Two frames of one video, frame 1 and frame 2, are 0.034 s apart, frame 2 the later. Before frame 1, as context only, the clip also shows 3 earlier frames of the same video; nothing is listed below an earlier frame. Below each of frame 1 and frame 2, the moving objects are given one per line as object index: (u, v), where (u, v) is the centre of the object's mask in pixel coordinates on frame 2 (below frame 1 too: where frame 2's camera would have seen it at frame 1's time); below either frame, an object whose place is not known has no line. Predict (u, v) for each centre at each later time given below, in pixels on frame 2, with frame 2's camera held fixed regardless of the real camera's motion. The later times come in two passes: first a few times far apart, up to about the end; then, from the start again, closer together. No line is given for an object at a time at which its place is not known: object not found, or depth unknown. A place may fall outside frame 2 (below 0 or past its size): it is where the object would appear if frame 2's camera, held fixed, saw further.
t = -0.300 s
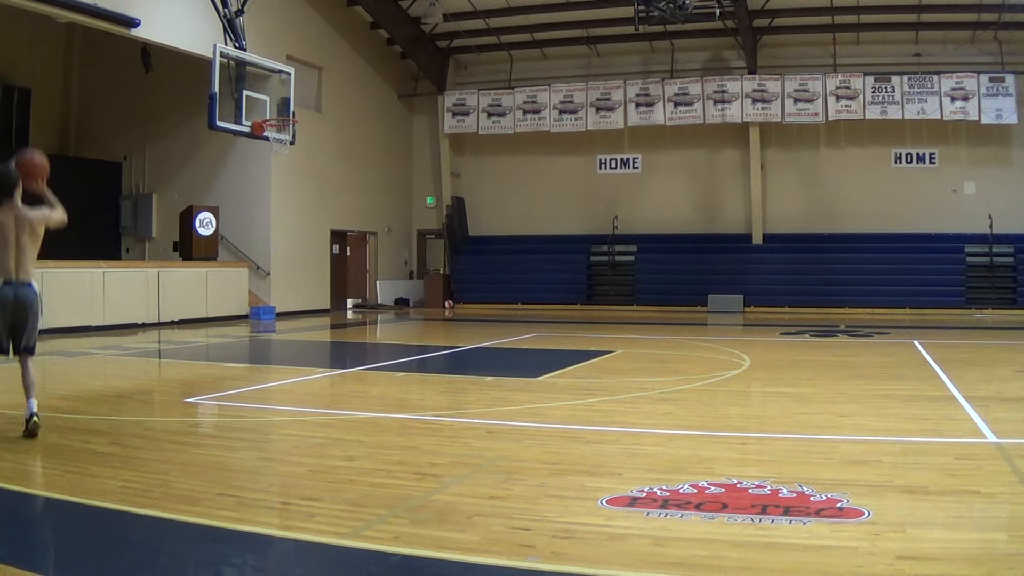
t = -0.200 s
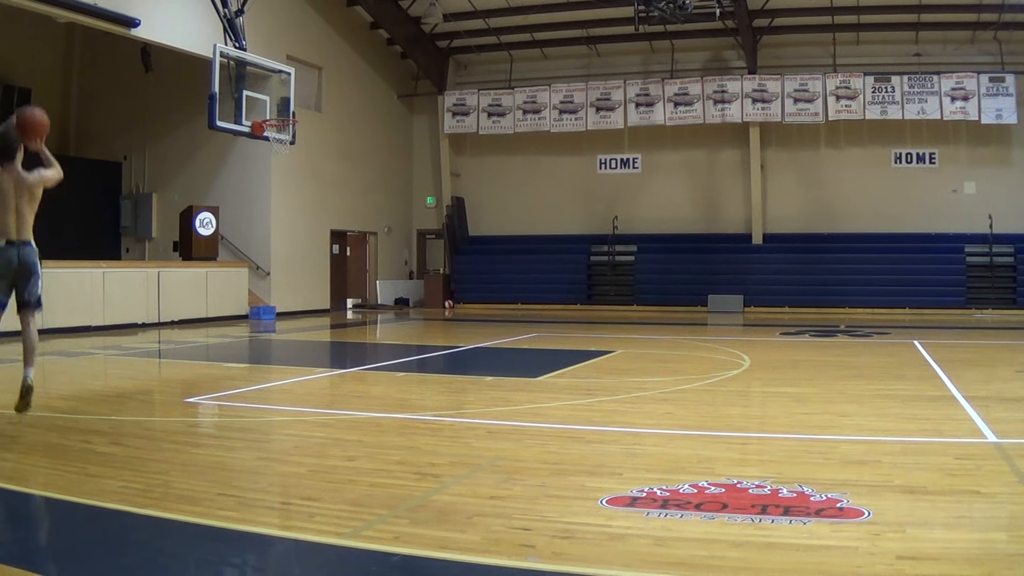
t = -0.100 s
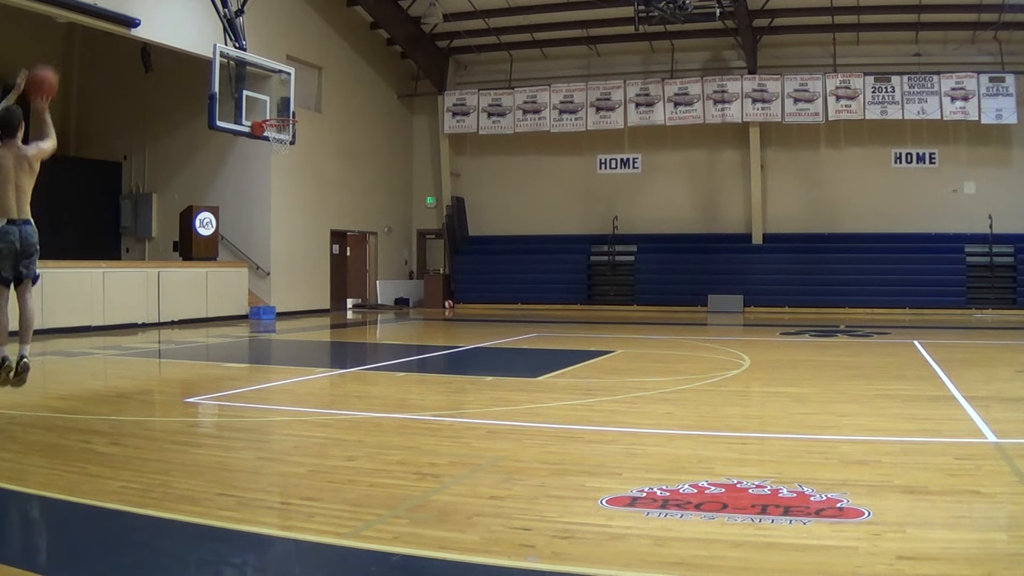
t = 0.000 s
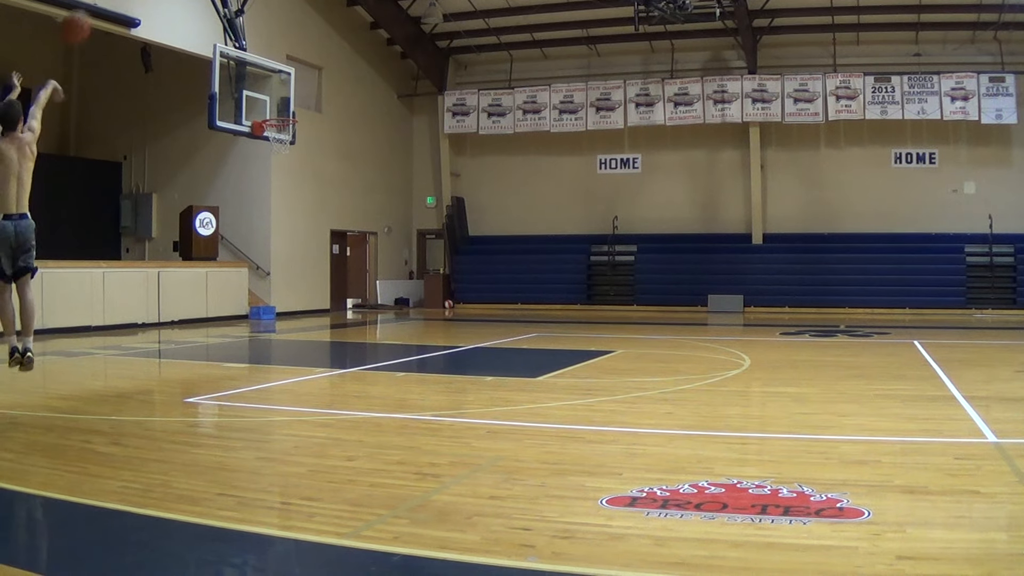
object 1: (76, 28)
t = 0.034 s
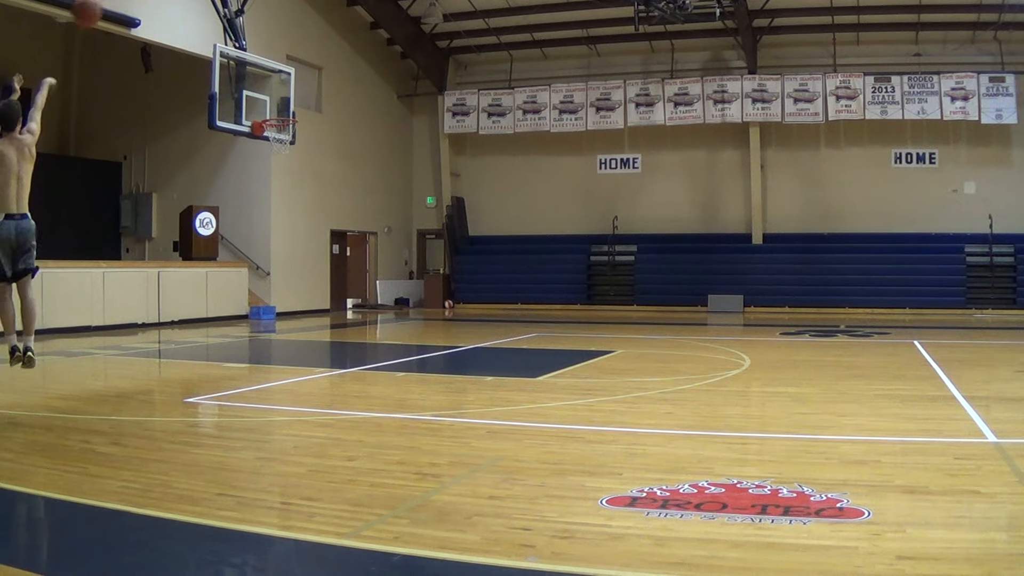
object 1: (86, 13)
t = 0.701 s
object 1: (233, 4)
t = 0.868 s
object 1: (254, 48)
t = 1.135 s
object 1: (280, 140)
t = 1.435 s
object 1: (290, 169)
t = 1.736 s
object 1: (300, 263)
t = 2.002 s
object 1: (307, 307)
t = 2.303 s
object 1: (309, 240)
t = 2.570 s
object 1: (312, 235)
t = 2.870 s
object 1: (314, 295)
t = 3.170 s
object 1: (317, 309)
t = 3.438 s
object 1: (320, 281)
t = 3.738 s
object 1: (323, 319)
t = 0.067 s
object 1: (98, 7)
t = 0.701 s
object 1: (233, 4)
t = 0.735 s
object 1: (238, 8)
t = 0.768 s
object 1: (241, 17)
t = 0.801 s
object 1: (246, 26)
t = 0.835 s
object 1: (250, 37)
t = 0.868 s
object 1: (254, 48)
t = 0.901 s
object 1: (258, 60)
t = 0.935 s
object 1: (262, 72)
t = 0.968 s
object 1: (266, 84)
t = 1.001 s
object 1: (269, 98)
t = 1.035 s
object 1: (272, 110)
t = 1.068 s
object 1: (278, 126)
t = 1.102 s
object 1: (279, 135)
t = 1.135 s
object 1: (280, 140)
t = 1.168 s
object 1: (281, 140)
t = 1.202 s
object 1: (282, 140)
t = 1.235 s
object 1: (284, 142)
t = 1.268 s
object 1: (285, 144)
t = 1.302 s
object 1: (286, 148)
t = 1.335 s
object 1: (287, 152)
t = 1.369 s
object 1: (288, 157)
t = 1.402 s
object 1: (289, 162)
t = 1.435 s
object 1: (290, 169)
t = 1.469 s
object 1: (291, 176)
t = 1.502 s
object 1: (292, 184)
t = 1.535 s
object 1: (293, 193)
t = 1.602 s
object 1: (295, 214)
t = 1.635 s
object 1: (297, 224)
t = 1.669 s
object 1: (298, 236)
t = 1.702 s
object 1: (299, 250)
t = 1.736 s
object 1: (300, 263)
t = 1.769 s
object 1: (301, 278)
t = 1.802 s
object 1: (302, 293)
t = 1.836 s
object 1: (304, 309)
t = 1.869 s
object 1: (305, 326)
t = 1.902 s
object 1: (306, 341)
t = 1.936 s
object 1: (306, 330)
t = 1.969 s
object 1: (307, 318)
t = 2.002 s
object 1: (307, 307)
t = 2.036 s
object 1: (307, 296)
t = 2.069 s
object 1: (307, 286)
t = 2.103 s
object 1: (308, 277)
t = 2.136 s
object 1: (308, 269)
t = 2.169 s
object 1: (308, 262)
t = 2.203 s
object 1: (308, 255)
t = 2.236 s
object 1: (309, 249)
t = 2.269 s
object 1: (309, 244)
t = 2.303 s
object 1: (309, 240)
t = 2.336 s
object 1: (310, 236)
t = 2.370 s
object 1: (310, 234)
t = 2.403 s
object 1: (310, 232)
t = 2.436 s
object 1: (311, 231)
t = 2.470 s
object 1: (311, 231)
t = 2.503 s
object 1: (311, 231)
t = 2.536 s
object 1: (312, 233)
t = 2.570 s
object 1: (312, 235)
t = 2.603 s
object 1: (312, 238)
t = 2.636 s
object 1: (312, 242)
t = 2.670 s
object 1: (313, 247)
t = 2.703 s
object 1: (313, 253)
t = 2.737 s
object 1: (313, 259)
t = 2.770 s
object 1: (314, 267)
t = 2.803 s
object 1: (314, 275)
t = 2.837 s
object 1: (314, 285)
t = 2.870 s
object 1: (314, 295)
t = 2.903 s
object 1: (315, 306)
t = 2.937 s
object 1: (315, 318)
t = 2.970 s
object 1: (315, 332)
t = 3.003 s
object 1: (315, 346)
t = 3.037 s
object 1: (315, 343)
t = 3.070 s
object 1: (316, 333)
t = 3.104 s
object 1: (317, 323)
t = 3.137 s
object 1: (317, 316)
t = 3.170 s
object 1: (317, 309)
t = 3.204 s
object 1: (318, 302)
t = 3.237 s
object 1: (318, 297)
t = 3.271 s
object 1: (318, 292)
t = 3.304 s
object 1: (318, 288)
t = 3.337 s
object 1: (318, 285)
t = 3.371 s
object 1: (319, 283)
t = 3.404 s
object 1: (320, 282)
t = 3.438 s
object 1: (320, 281)
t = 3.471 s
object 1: (320, 282)
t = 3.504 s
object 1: (320, 283)
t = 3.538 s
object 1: (321, 285)
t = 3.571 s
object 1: (322, 289)
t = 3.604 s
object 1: (322, 293)
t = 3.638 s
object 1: (322, 298)
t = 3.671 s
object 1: (323, 304)
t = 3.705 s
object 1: (323, 311)
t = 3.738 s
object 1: (323, 319)
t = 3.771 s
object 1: (323, 328)
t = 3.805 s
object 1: (324, 339)
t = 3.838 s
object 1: (324, 350)
